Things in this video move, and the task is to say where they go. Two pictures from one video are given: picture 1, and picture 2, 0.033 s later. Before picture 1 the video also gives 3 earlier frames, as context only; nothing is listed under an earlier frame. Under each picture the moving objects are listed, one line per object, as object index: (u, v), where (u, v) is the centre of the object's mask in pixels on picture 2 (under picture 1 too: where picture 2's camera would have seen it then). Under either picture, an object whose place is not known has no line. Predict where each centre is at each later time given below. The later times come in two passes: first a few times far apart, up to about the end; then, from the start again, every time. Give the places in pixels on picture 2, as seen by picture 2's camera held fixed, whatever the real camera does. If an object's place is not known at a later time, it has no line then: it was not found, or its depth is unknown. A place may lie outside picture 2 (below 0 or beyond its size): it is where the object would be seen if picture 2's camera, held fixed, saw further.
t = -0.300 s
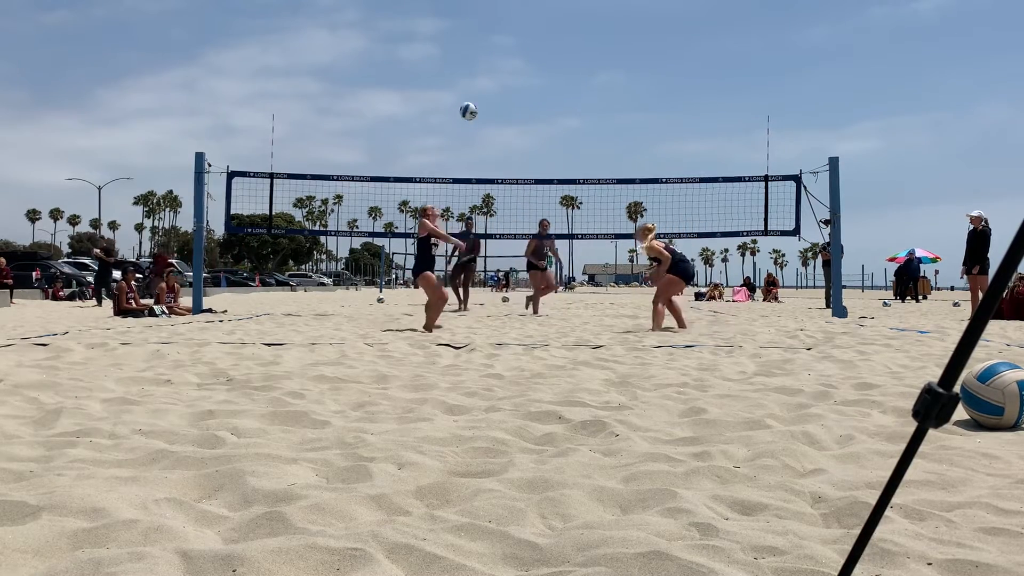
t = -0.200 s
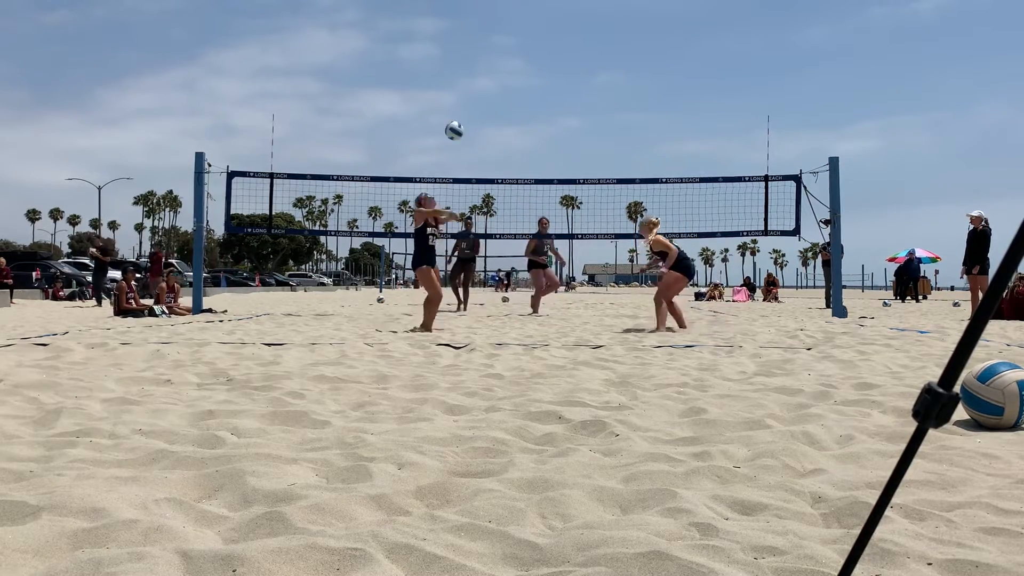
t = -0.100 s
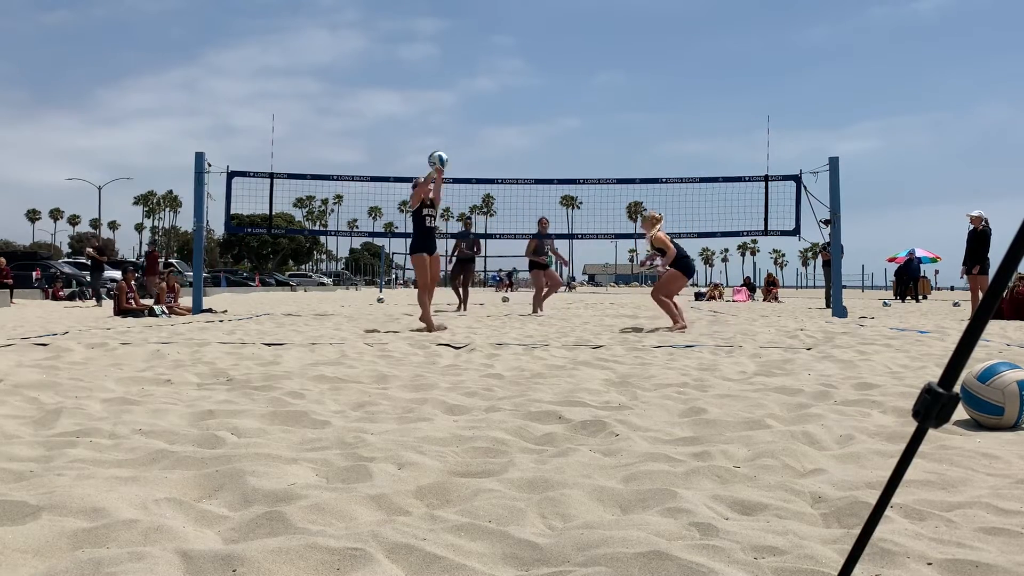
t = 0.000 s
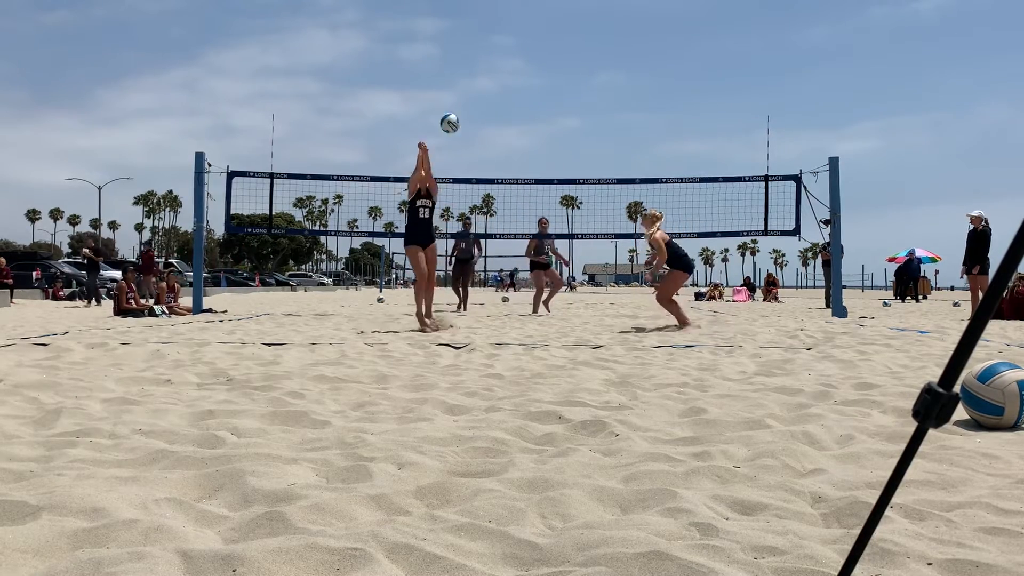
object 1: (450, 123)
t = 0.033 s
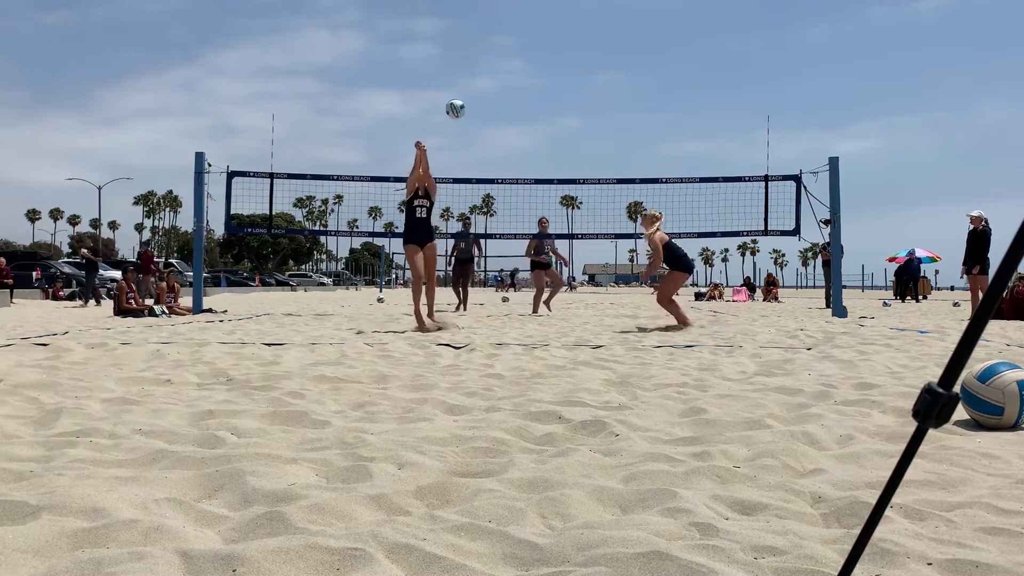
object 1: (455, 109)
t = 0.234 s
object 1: (485, 47)
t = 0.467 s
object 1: (511, 25)
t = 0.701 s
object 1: (532, 50)
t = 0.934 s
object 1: (548, 114)
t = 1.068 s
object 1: (554, 167)
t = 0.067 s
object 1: (460, 95)
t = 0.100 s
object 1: (466, 83)
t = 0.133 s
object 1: (470, 73)
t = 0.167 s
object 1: (476, 63)
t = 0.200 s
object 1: (480, 54)
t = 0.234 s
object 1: (485, 47)
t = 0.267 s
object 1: (489, 41)
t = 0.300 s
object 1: (493, 35)
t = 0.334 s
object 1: (497, 31)
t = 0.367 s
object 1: (501, 28)
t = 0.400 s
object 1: (505, 26)
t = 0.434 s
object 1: (508, 25)
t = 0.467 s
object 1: (511, 25)
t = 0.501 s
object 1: (514, 26)
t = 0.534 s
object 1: (518, 28)
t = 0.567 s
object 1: (521, 31)
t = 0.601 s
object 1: (524, 34)
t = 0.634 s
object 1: (526, 39)
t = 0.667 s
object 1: (529, 44)
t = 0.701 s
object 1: (532, 50)
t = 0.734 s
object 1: (534, 57)
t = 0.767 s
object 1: (537, 65)
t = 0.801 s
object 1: (539, 73)
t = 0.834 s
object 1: (542, 82)
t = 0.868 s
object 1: (544, 92)
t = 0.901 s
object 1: (546, 103)
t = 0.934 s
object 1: (548, 114)
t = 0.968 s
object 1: (549, 126)
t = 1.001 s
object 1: (551, 139)
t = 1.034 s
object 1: (552, 153)
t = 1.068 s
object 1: (554, 167)
